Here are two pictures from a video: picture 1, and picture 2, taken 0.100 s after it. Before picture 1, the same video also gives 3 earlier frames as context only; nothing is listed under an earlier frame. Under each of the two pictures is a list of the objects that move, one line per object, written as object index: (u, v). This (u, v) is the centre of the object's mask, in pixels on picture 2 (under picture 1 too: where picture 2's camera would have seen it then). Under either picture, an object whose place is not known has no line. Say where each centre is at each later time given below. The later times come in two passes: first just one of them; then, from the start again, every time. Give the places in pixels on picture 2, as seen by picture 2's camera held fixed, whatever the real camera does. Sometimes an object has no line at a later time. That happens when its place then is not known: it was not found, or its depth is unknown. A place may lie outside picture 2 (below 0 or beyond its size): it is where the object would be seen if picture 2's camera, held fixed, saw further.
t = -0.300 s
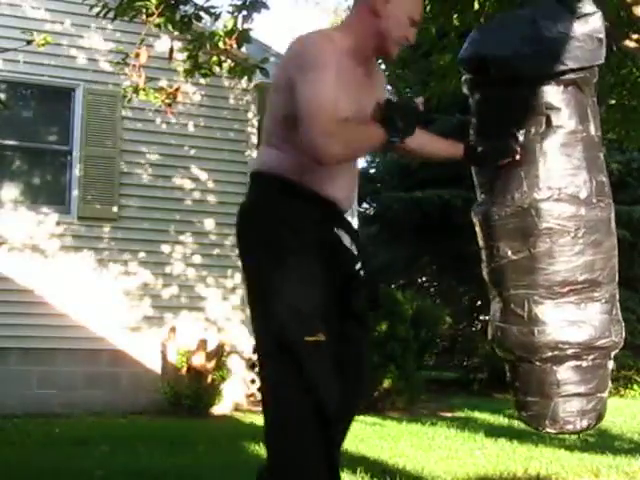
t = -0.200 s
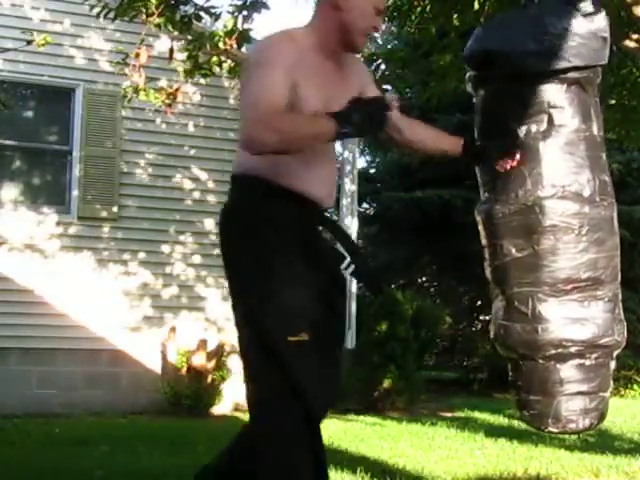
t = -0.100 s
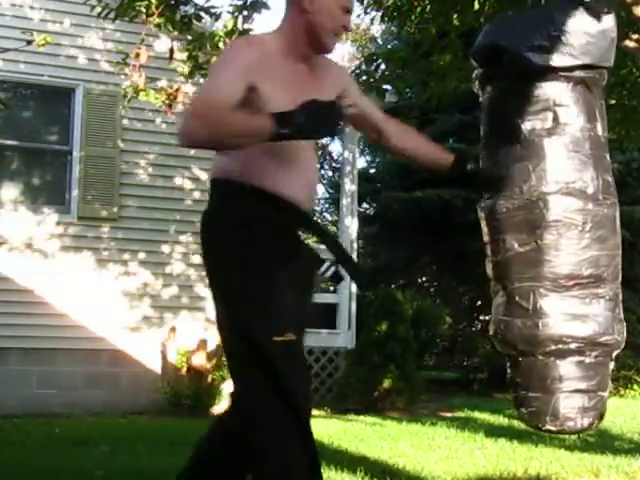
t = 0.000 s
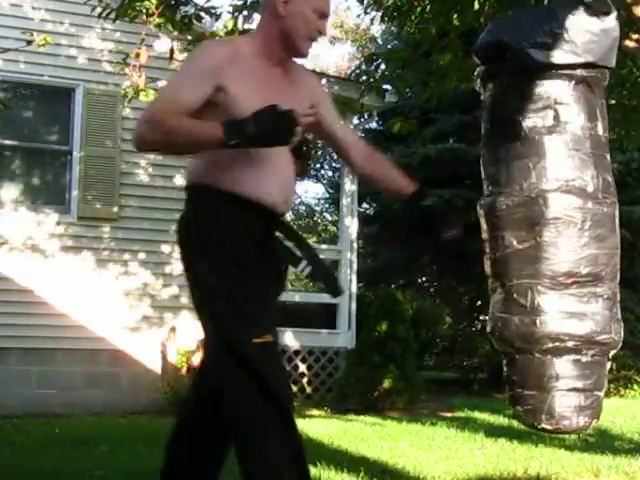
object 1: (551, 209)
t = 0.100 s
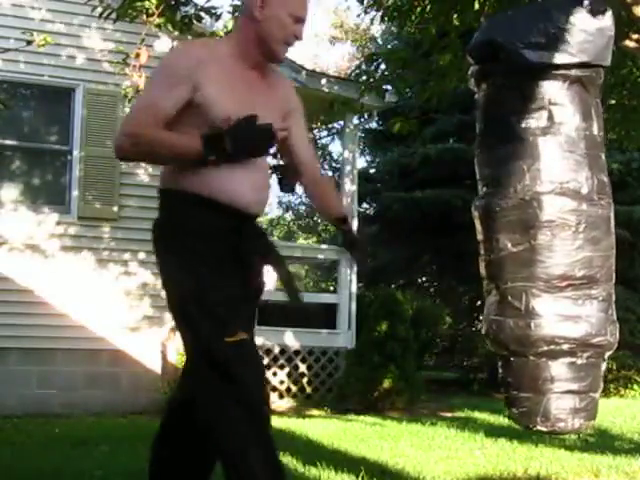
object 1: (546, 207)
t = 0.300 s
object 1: (528, 209)
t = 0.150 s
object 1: (541, 208)
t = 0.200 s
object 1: (537, 209)
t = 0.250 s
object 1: (533, 209)
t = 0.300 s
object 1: (528, 209)
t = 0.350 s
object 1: (523, 210)
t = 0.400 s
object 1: (519, 210)
